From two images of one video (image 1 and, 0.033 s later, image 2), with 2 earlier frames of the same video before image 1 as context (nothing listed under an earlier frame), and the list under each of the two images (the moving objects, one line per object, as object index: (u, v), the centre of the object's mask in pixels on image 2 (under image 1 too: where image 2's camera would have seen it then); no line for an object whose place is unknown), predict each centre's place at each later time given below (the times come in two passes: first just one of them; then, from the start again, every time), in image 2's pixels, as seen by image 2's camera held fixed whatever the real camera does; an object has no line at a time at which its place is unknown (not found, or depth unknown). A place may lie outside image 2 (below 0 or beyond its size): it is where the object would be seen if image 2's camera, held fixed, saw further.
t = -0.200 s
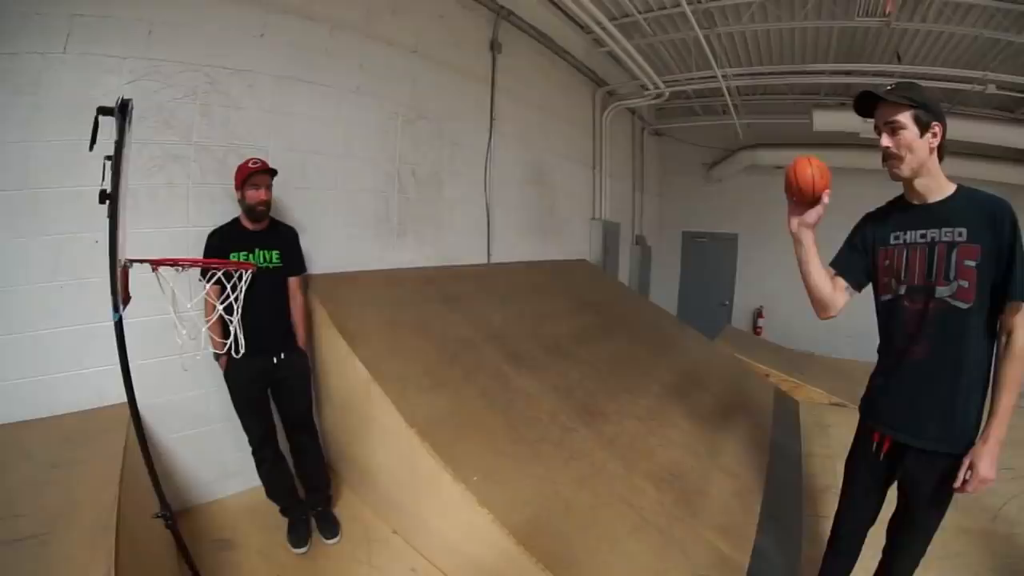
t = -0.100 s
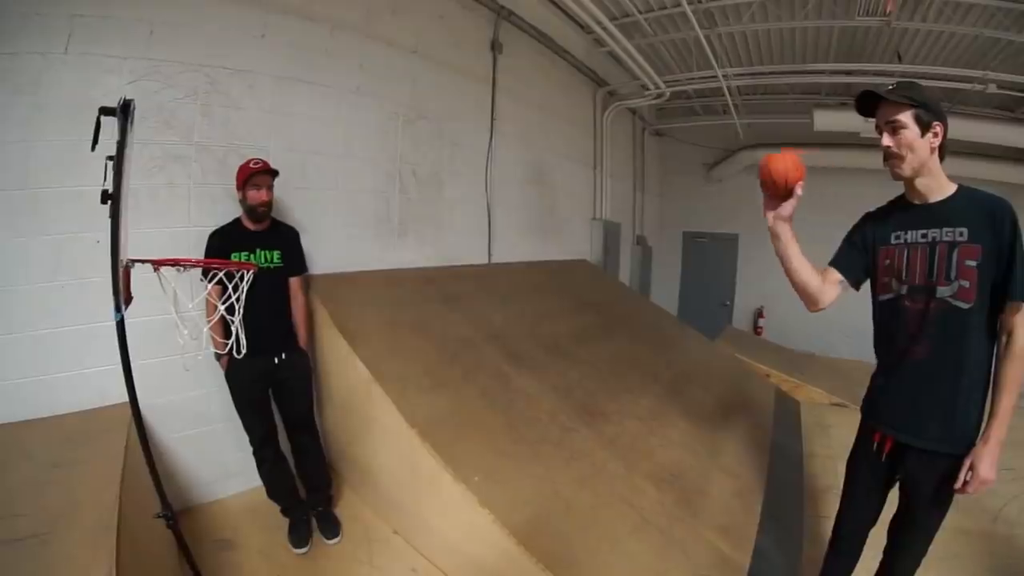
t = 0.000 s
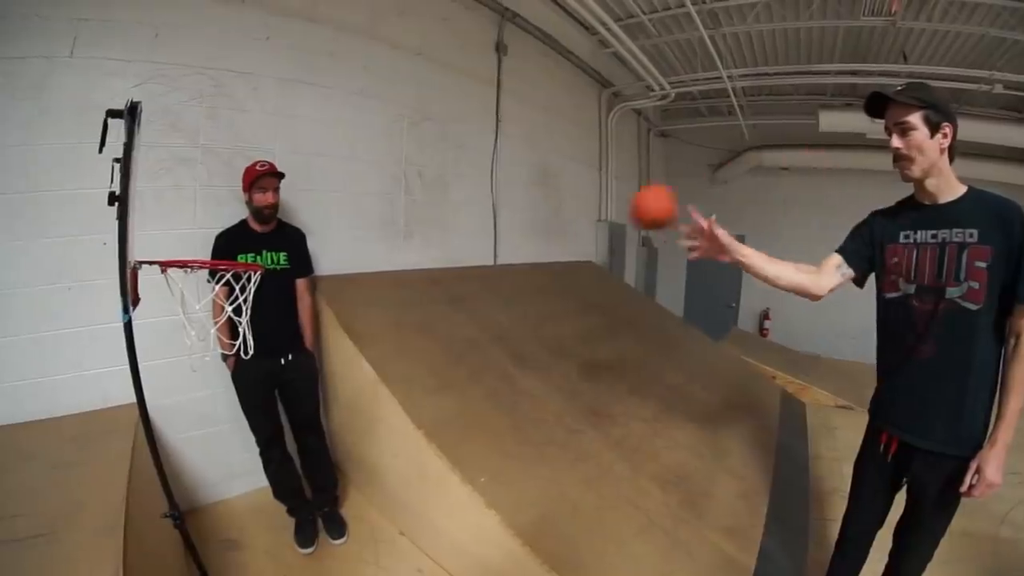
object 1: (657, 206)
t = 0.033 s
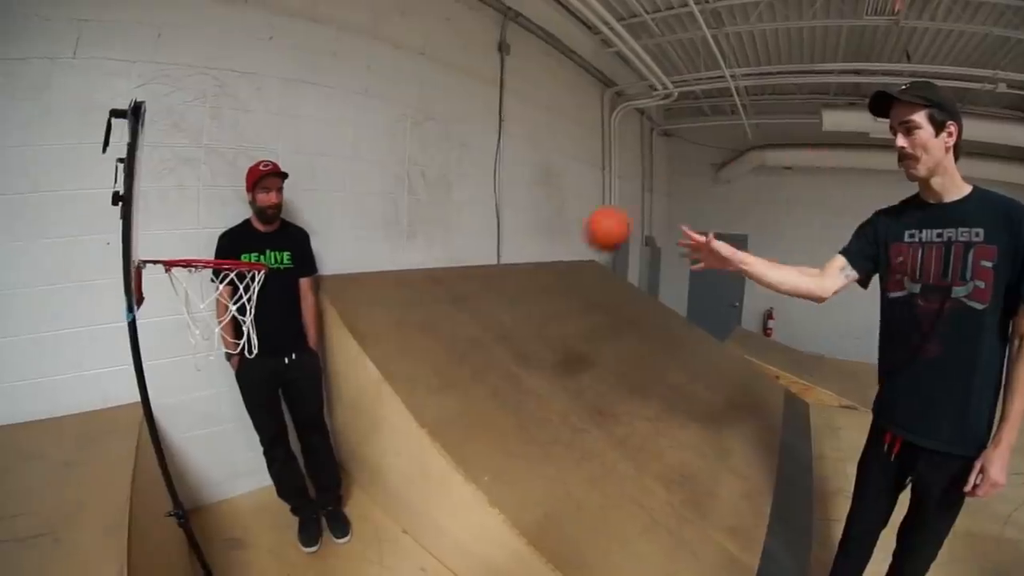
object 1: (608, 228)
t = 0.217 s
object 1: (414, 366)
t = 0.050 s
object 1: (584, 240)
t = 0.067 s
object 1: (561, 253)
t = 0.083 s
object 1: (540, 266)
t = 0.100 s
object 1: (519, 280)
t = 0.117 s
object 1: (499, 293)
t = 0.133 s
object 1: (482, 306)
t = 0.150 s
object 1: (465, 320)
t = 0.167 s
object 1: (448, 333)
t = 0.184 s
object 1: (435, 346)
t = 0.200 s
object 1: (422, 360)
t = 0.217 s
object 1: (414, 366)
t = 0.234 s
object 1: (414, 351)
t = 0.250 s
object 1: (416, 335)
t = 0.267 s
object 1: (419, 321)
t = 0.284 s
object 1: (421, 307)
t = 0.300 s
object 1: (422, 294)
